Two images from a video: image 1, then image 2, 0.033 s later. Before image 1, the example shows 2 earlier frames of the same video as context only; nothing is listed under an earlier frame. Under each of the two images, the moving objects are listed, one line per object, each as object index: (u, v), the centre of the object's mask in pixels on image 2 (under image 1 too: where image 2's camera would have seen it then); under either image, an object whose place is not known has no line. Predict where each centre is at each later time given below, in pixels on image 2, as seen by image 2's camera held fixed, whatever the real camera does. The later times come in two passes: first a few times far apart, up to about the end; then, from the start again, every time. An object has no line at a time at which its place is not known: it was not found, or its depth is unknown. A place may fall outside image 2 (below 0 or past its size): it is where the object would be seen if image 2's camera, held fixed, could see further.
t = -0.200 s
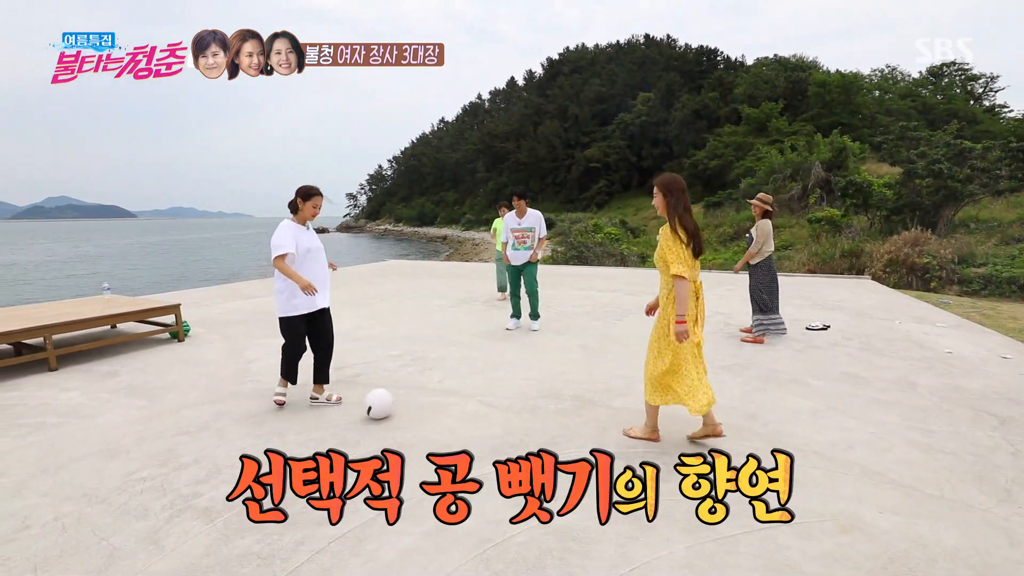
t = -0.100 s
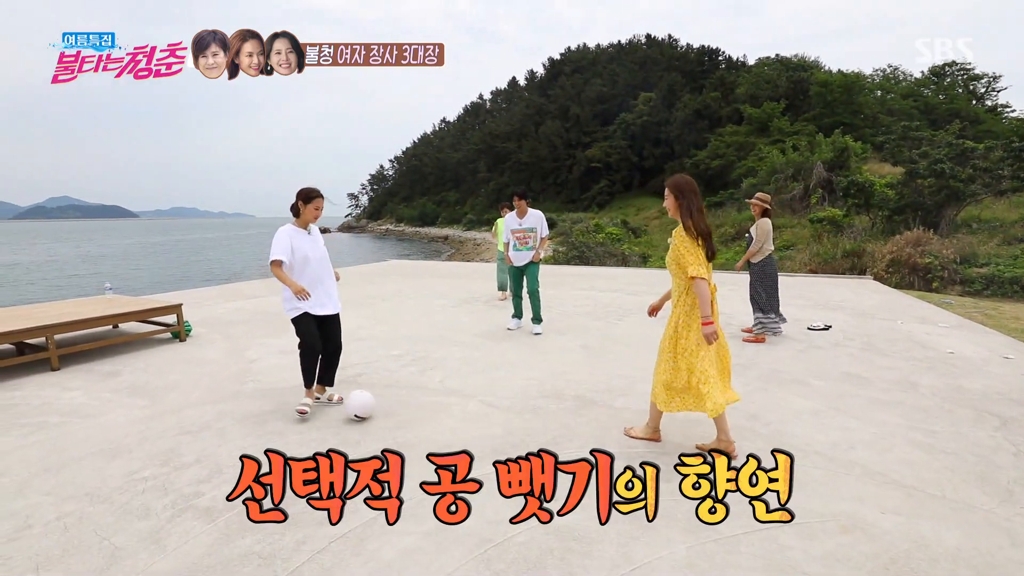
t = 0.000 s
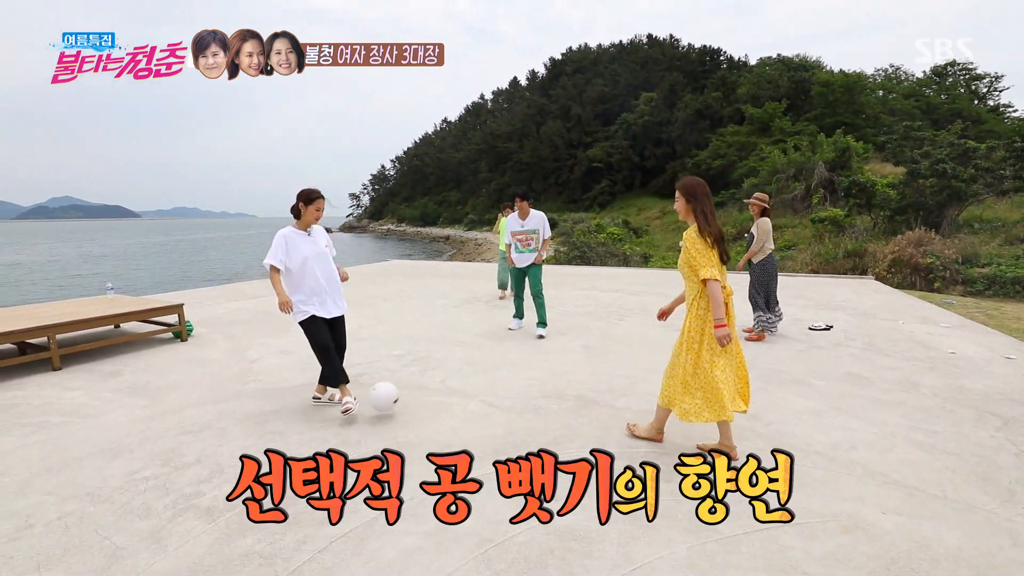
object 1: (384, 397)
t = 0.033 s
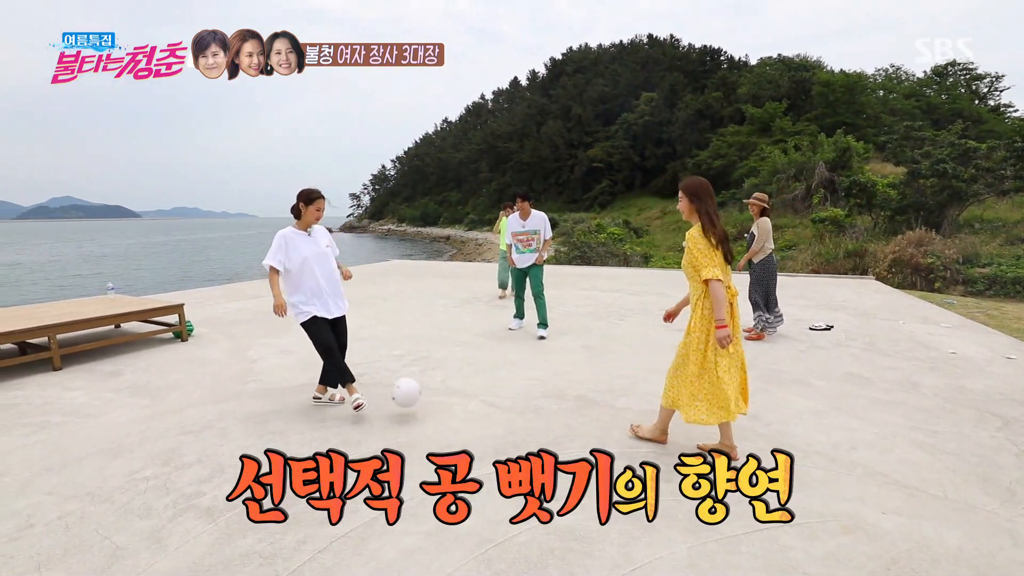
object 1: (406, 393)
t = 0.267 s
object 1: (549, 394)
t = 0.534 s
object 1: (628, 392)
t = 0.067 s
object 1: (429, 390)
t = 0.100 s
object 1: (450, 389)
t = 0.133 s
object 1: (472, 388)
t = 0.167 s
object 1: (494, 390)
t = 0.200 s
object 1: (516, 394)
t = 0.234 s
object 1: (536, 398)
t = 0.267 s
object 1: (549, 394)
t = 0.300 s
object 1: (558, 390)
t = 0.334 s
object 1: (568, 388)
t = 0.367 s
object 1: (578, 386)
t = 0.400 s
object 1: (588, 386)
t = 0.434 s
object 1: (597, 387)
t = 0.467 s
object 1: (608, 389)
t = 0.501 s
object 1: (619, 393)
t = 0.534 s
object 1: (628, 392)
